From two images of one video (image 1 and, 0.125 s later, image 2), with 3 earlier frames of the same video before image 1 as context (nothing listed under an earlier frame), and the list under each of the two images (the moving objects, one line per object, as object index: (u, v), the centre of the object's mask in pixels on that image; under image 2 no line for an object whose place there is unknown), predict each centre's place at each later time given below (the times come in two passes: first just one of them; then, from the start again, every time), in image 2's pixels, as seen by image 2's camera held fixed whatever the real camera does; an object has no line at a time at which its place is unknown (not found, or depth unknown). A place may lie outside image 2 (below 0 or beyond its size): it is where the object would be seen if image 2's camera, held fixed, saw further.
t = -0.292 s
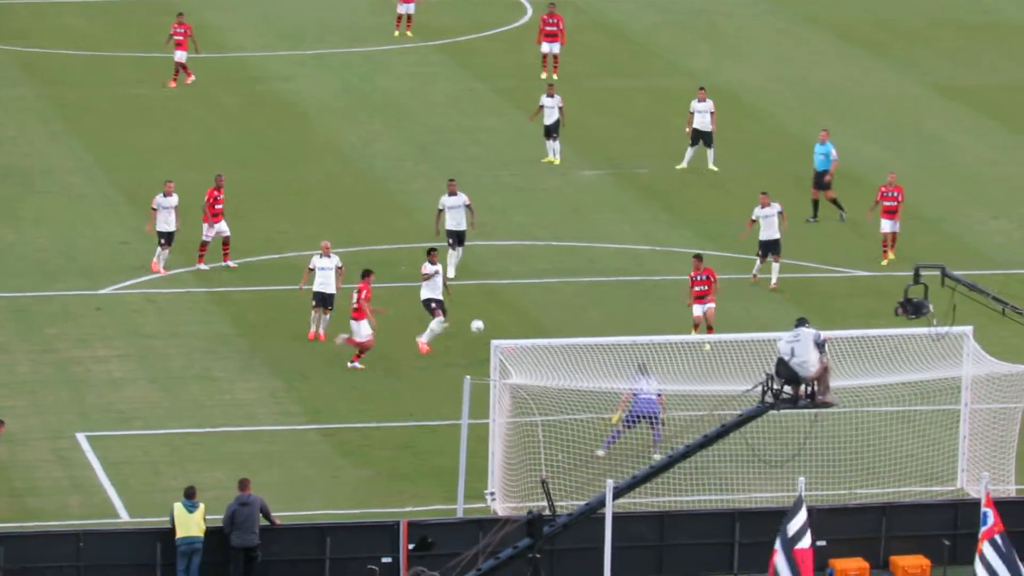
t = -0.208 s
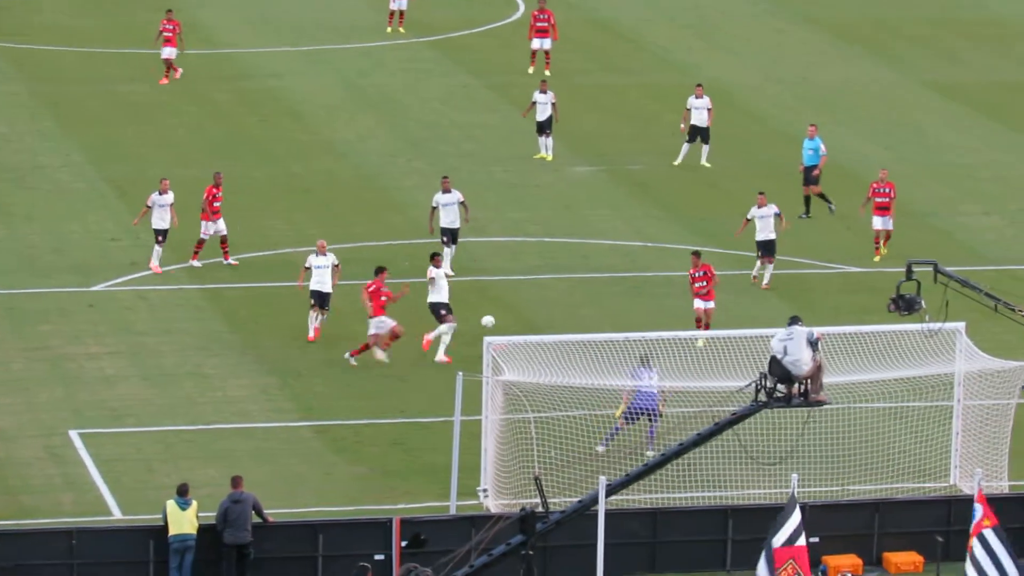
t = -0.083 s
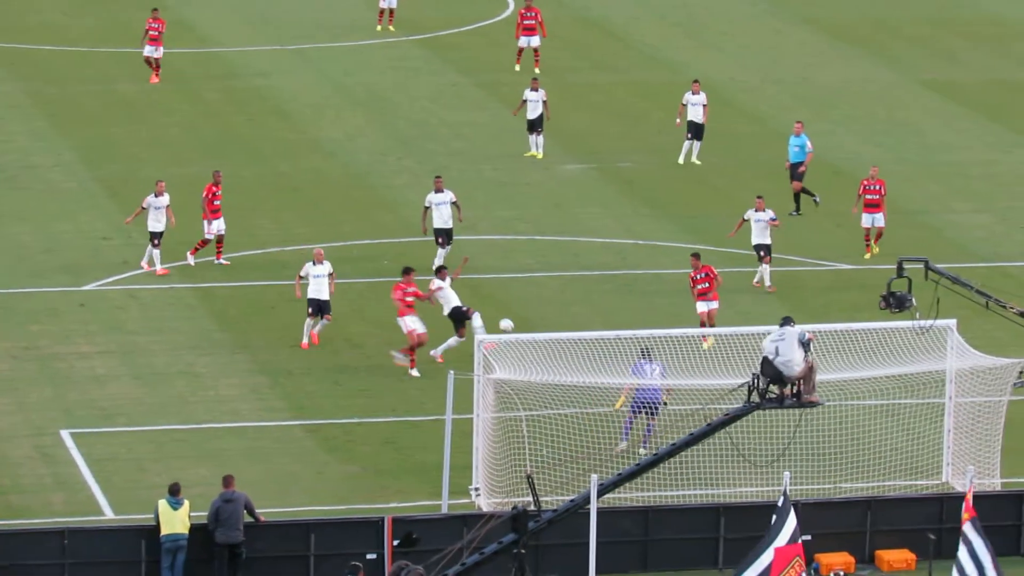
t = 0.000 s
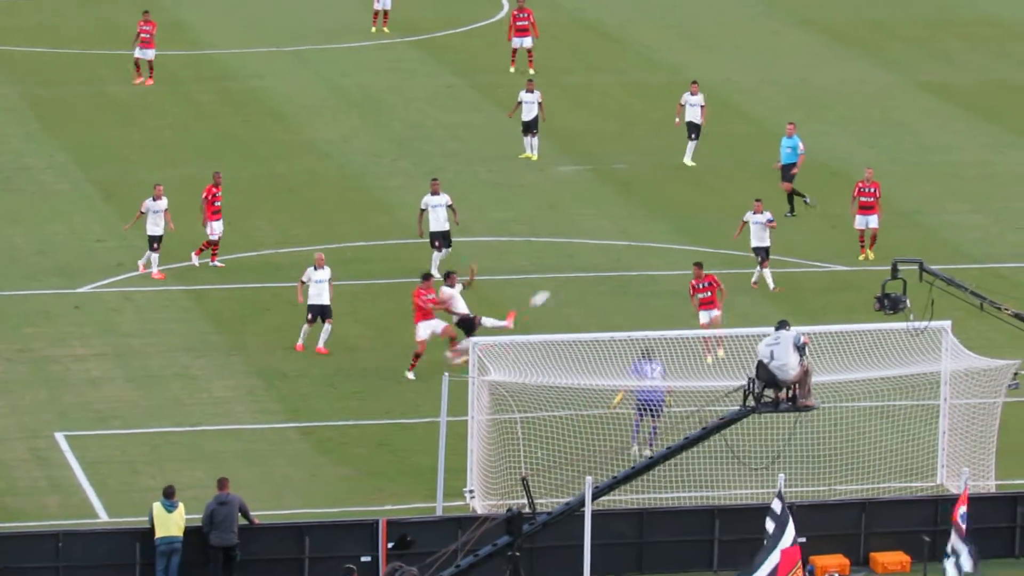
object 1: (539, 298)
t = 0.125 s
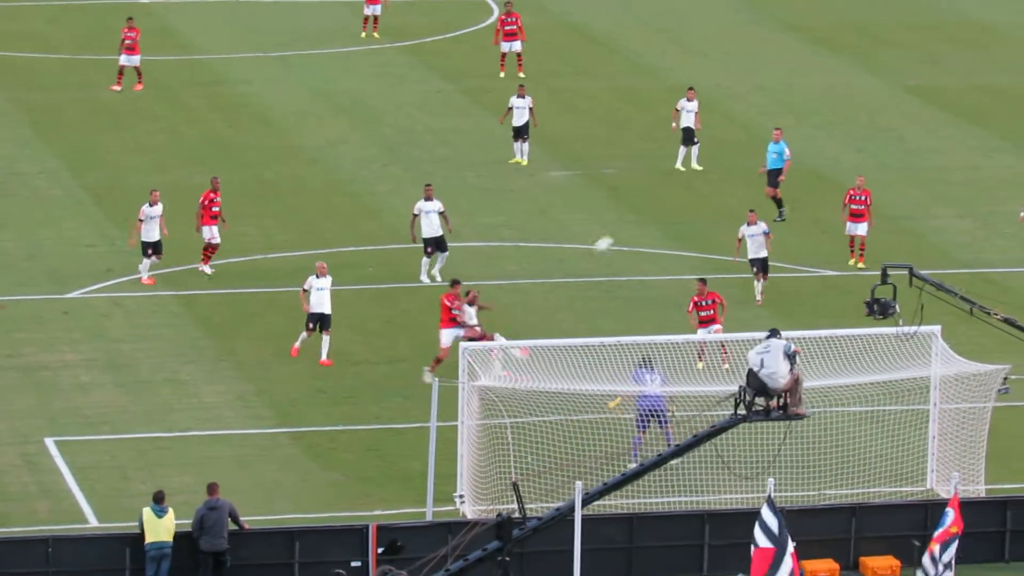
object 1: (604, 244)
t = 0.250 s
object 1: (672, 194)
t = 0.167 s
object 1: (626, 226)
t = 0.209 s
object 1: (648, 210)
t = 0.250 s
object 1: (672, 194)
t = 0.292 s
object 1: (696, 180)
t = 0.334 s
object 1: (719, 167)
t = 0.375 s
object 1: (741, 156)
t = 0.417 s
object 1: (768, 143)
